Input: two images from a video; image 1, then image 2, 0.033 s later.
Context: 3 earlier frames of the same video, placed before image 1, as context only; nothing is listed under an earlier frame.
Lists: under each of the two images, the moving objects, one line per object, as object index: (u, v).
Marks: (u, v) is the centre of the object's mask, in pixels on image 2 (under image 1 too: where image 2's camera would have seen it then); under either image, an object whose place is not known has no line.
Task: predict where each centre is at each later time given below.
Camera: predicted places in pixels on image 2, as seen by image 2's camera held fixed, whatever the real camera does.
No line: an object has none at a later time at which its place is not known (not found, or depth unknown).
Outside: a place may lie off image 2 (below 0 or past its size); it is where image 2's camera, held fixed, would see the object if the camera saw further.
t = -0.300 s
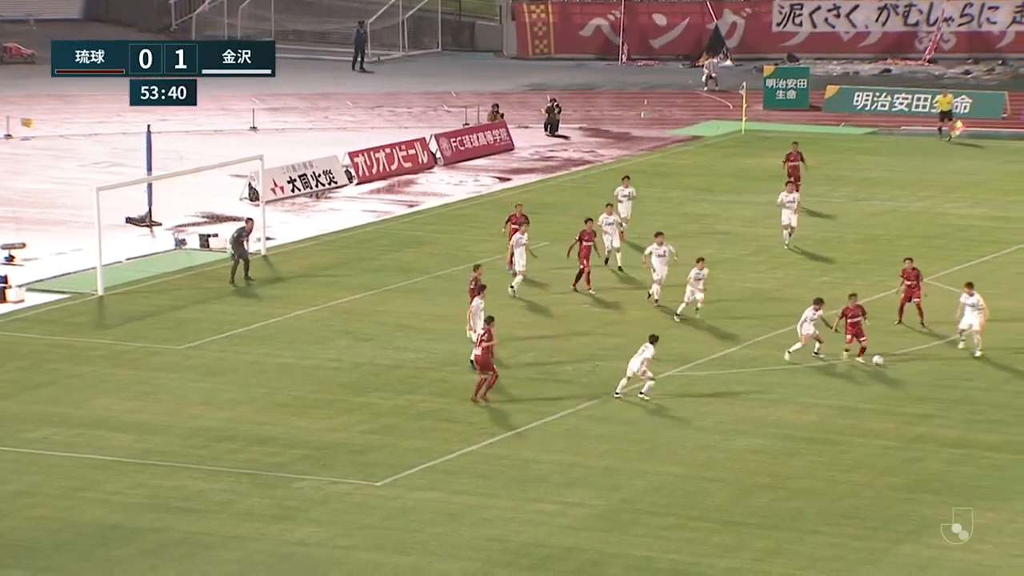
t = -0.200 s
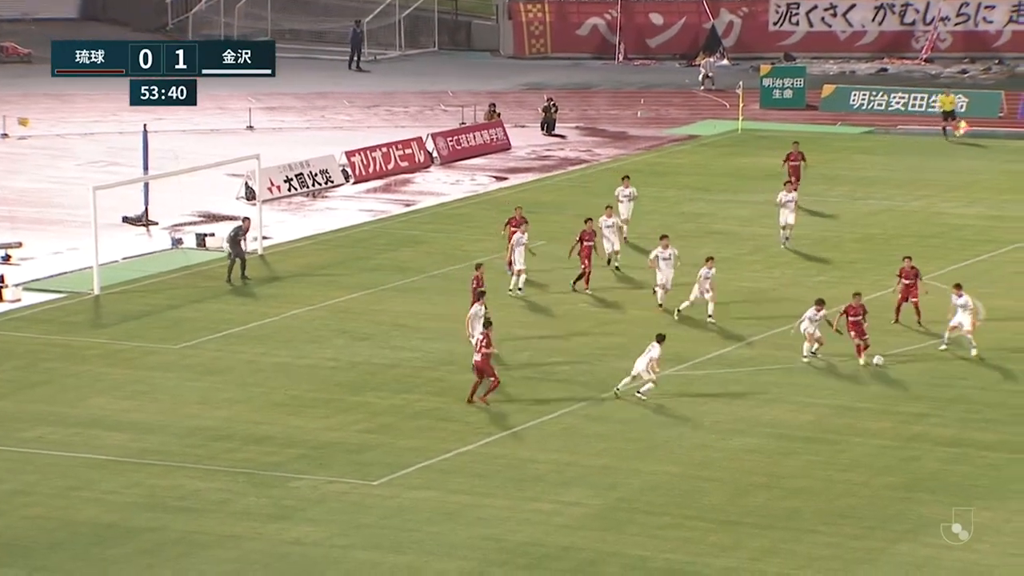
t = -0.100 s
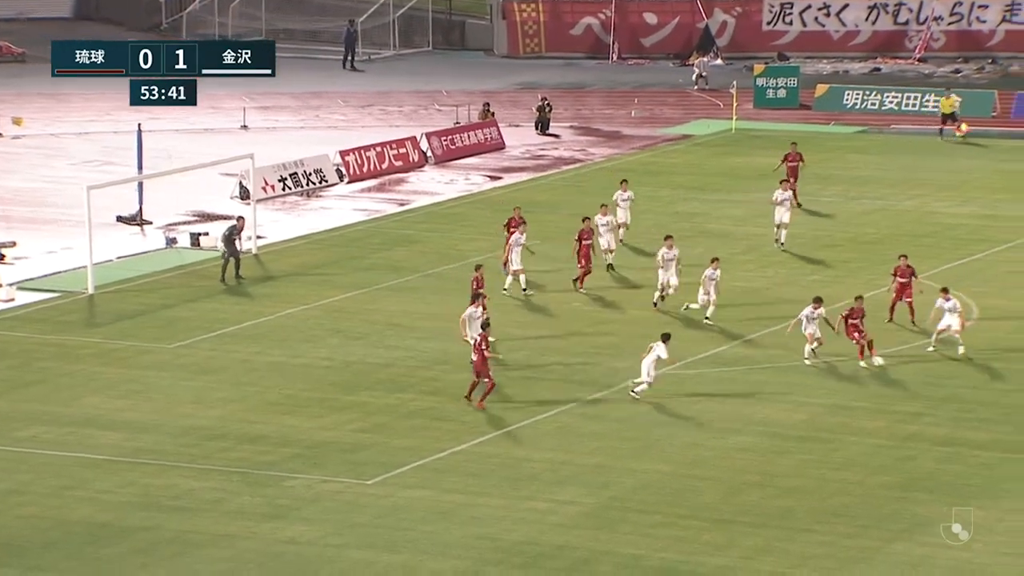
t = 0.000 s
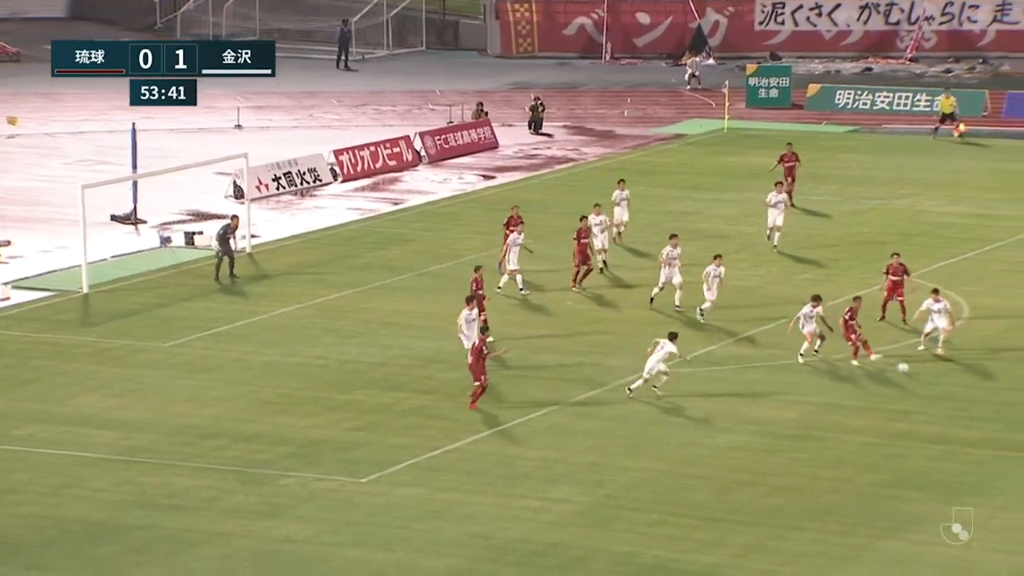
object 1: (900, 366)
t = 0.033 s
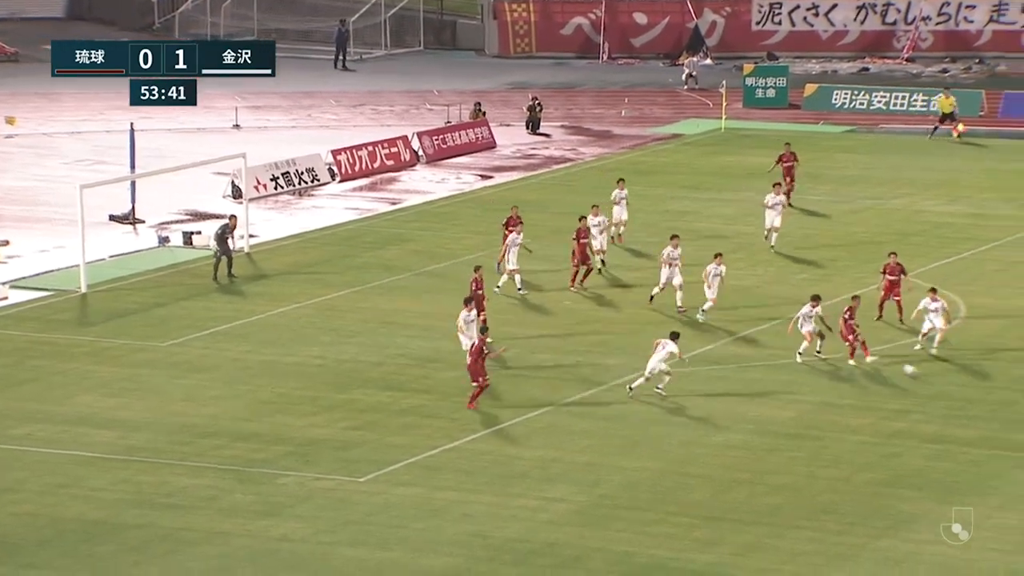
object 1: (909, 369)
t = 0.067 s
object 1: (921, 374)
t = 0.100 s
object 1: (932, 377)
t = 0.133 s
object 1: (941, 379)
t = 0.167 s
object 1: (951, 382)
